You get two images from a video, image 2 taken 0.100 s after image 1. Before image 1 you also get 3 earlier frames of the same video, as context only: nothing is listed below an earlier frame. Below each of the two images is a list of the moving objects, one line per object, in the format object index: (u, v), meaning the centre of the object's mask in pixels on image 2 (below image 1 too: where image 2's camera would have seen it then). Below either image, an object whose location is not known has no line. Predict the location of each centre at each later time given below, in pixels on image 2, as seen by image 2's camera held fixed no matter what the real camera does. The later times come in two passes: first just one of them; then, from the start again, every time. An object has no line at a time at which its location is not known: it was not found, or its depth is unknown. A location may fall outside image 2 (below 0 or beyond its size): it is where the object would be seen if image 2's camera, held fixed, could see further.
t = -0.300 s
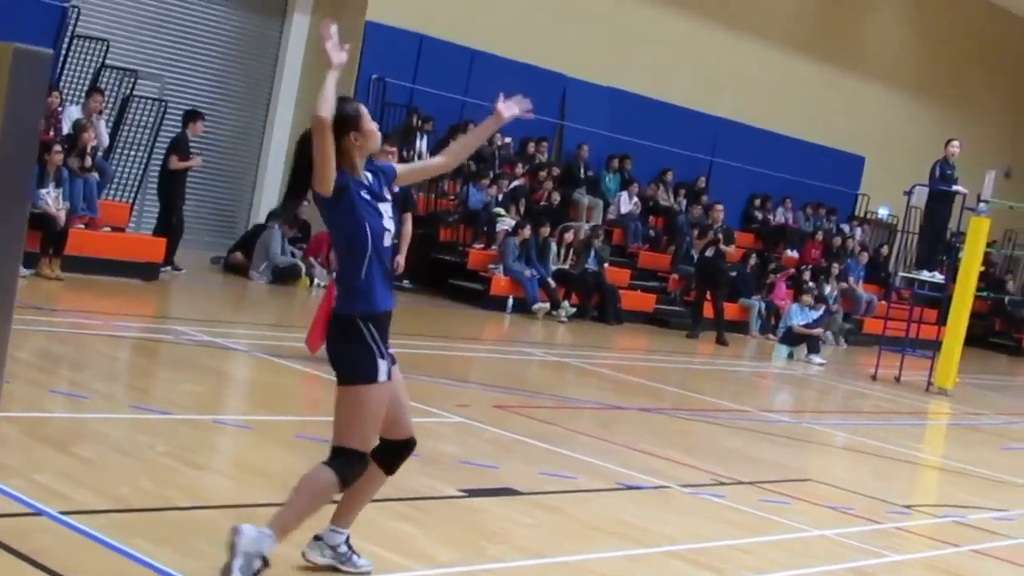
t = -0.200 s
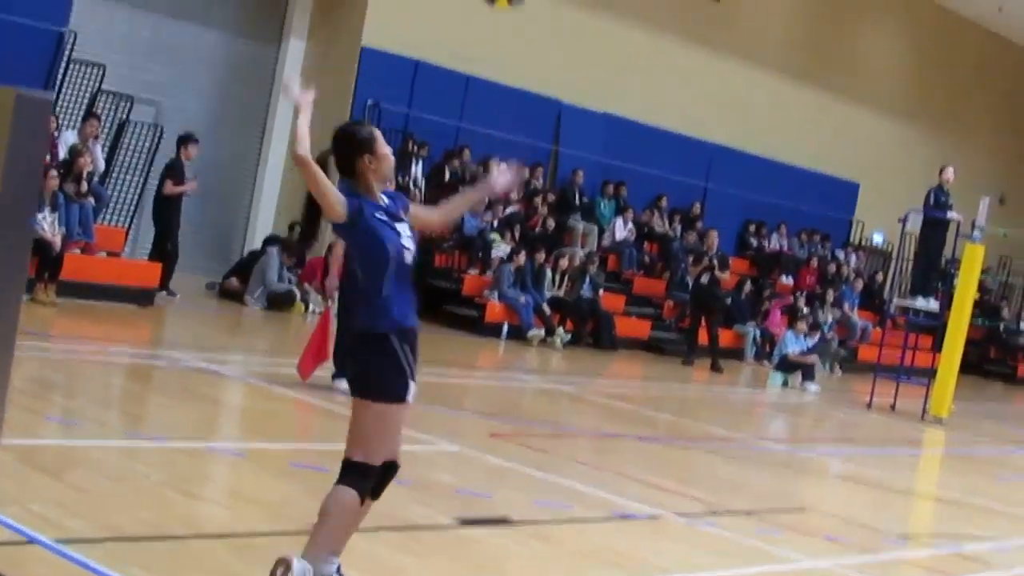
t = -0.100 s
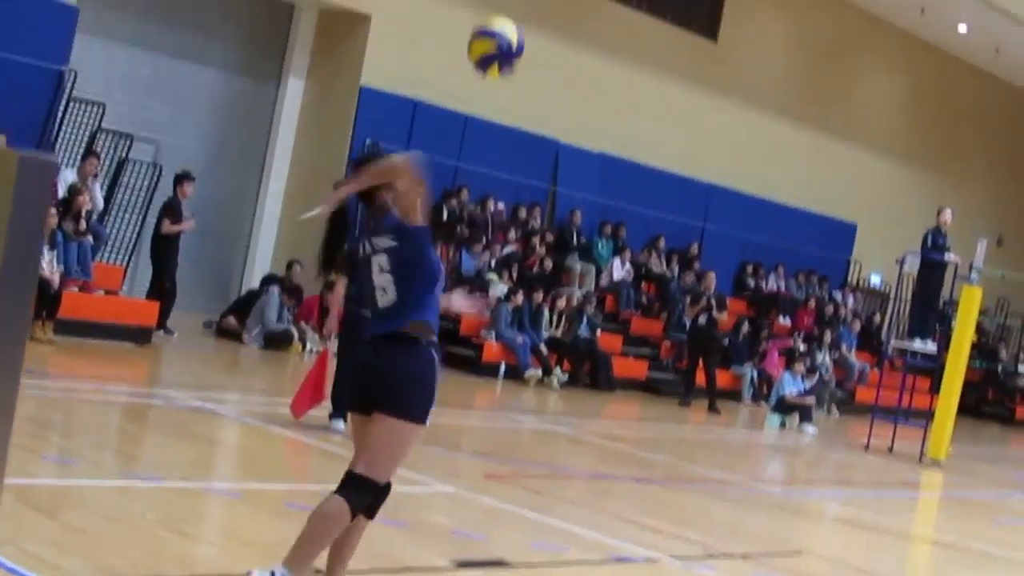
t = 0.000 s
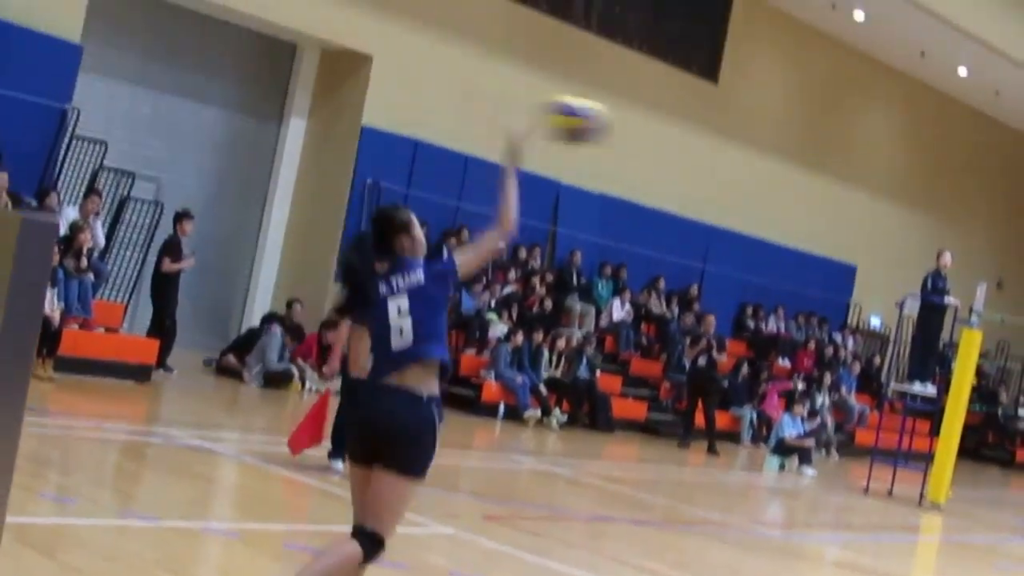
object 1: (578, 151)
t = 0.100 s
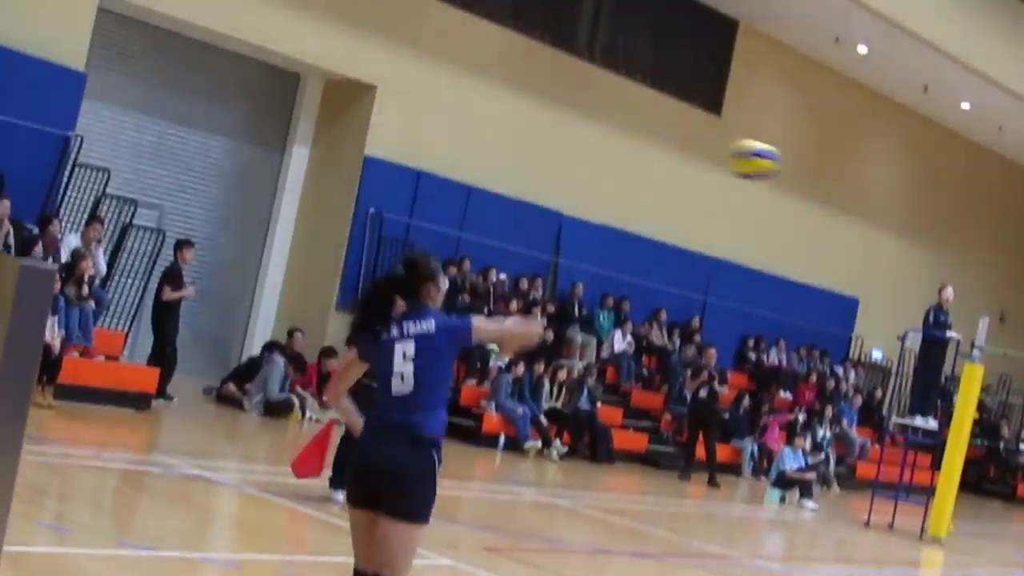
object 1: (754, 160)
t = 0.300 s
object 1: (944, 197)
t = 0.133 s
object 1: (798, 164)
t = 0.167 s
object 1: (834, 169)
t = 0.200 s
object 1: (866, 173)
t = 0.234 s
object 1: (895, 179)
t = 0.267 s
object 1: (922, 188)
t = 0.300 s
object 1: (944, 197)
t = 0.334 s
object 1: (966, 205)
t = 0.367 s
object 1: (985, 212)
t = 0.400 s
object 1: (1005, 220)
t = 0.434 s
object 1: (1020, 227)
